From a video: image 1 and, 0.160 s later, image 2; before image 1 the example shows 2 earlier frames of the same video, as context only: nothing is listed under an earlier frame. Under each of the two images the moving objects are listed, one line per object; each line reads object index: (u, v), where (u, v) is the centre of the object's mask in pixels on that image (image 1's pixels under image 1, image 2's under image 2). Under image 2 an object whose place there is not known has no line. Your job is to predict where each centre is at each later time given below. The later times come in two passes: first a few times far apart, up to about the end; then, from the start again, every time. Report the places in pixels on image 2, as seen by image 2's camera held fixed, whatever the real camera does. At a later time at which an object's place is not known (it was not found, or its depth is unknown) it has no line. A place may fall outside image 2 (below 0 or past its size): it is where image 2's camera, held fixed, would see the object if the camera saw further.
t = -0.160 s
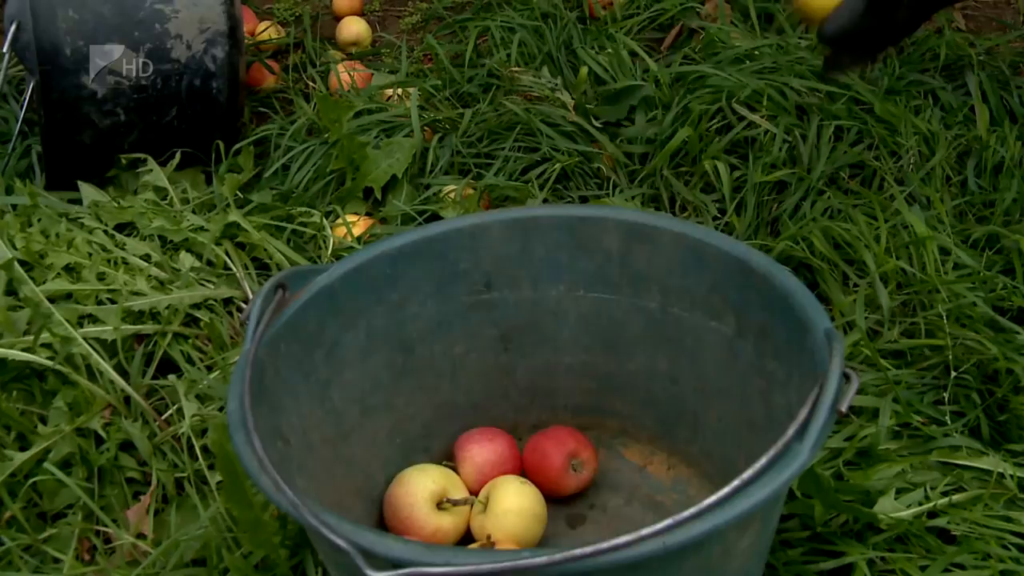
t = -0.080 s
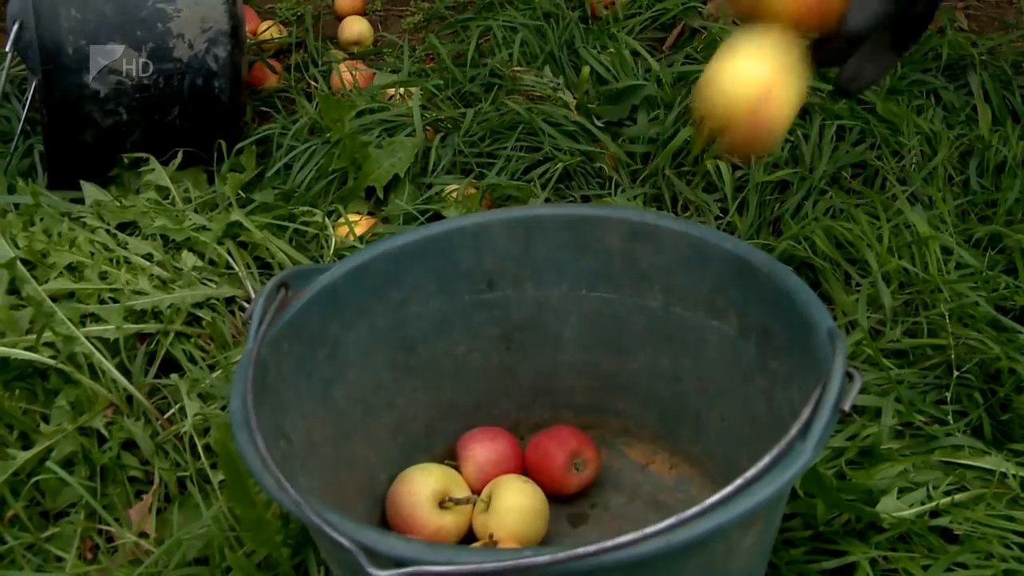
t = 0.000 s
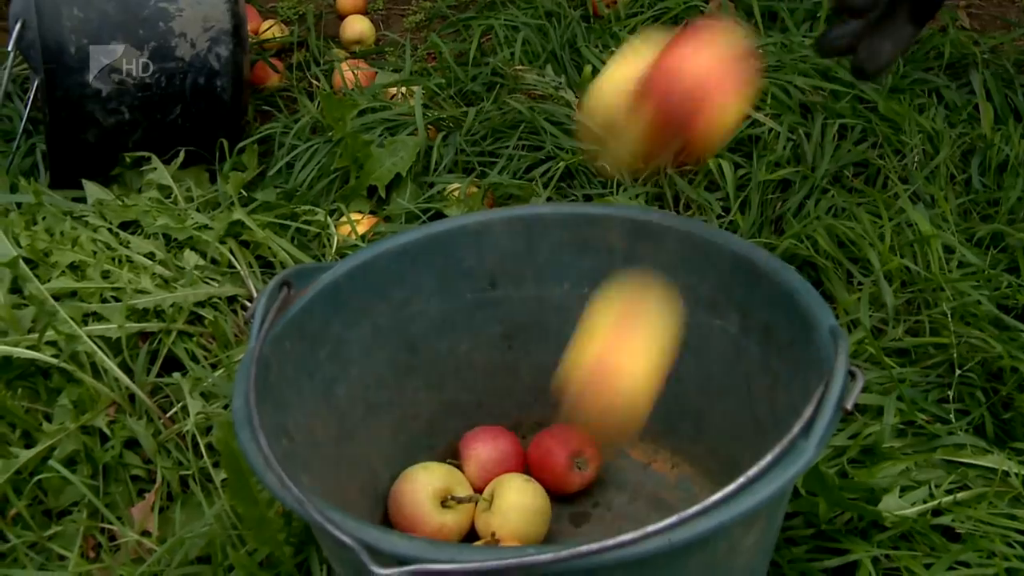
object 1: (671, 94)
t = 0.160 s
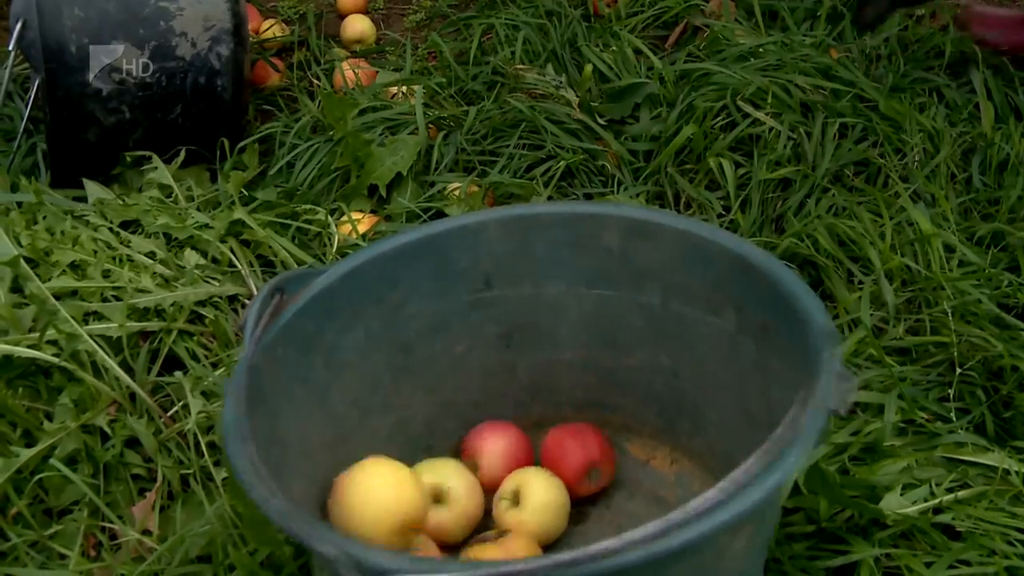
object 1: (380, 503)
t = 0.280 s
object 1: (400, 501)
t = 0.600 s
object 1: (424, 530)
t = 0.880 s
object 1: (424, 529)
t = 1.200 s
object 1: (424, 529)
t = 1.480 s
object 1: (424, 529)
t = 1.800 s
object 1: (424, 529)
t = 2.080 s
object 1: (424, 529)
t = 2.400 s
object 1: (425, 529)
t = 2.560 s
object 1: (424, 529)
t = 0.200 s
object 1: (388, 502)
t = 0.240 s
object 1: (393, 501)
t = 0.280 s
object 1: (400, 501)
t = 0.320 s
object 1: (410, 515)
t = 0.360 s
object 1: (408, 521)
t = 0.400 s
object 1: (417, 528)
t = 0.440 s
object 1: (425, 530)
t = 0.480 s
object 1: (425, 530)
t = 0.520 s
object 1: (424, 529)
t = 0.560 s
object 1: (424, 529)
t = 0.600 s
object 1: (424, 530)
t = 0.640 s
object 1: (424, 529)
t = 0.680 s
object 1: (424, 529)
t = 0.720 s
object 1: (424, 529)
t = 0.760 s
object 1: (424, 529)
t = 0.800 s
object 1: (424, 529)
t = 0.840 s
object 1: (424, 529)
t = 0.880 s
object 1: (424, 529)
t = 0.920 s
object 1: (424, 529)
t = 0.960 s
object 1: (424, 529)
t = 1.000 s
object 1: (424, 529)
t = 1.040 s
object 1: (424, 529)
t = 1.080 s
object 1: (424, 529)
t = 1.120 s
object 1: (424, 529)
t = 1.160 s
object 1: (424, 529)
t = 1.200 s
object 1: (424, 529)
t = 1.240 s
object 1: (424, 529)
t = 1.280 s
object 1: (424, 529)
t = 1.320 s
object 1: (424, 529)
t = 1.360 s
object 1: (424, 529)
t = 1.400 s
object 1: (424, 529)
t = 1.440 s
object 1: (424, 529)
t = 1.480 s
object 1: (424, 529)
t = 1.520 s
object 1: (424, 529)
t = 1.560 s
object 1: (424, 529)
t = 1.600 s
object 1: (424, 529)
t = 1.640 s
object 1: (424, 529)
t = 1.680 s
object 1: (424, 529)
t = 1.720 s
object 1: (424, 529)
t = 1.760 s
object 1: (424, 529)
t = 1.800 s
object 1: (424, 529)
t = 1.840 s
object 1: (424, 529)
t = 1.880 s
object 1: (424, 529)
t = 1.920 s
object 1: (424, 529)
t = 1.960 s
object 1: (424, 529)
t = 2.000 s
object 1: (424, 529)
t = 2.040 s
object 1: (424, 529)
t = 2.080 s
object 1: (424, 529)
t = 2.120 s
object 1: (424, 529)
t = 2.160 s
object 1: (424, 529)
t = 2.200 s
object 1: (424, 529)
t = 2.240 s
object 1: (424, 529)
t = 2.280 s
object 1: (424, 529)
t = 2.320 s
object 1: (424, 529)
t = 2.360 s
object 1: (425, 529)
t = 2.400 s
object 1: (425, 529)
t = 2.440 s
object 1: (424, 529)
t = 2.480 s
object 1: (424, 529)
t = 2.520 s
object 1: (424, 529)
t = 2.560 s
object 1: (424, 529)
